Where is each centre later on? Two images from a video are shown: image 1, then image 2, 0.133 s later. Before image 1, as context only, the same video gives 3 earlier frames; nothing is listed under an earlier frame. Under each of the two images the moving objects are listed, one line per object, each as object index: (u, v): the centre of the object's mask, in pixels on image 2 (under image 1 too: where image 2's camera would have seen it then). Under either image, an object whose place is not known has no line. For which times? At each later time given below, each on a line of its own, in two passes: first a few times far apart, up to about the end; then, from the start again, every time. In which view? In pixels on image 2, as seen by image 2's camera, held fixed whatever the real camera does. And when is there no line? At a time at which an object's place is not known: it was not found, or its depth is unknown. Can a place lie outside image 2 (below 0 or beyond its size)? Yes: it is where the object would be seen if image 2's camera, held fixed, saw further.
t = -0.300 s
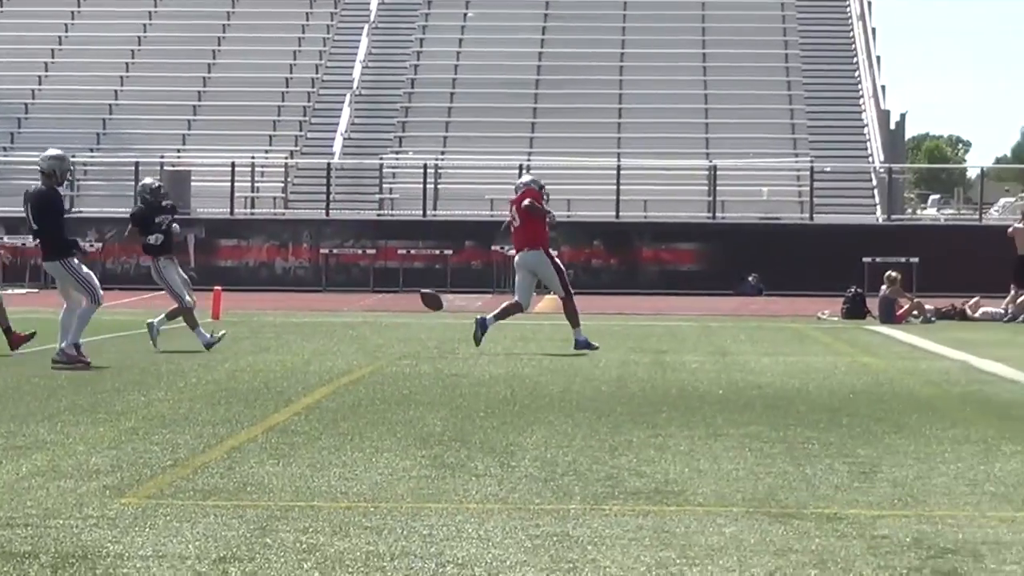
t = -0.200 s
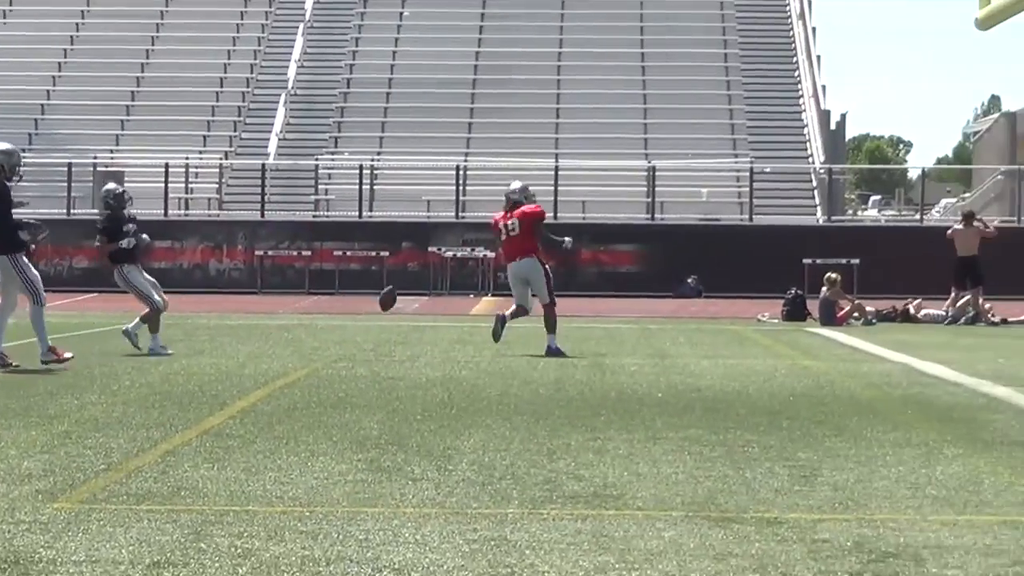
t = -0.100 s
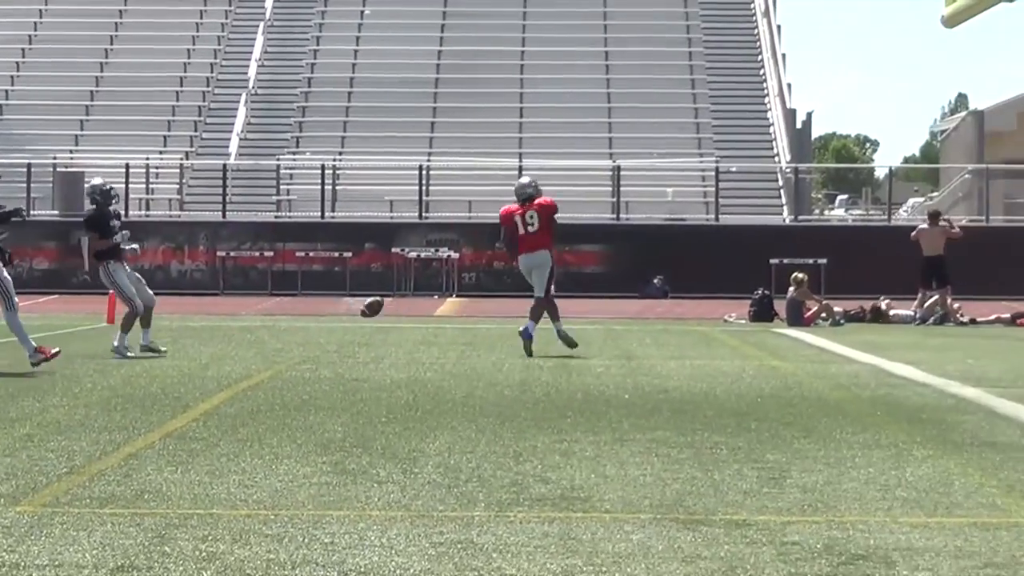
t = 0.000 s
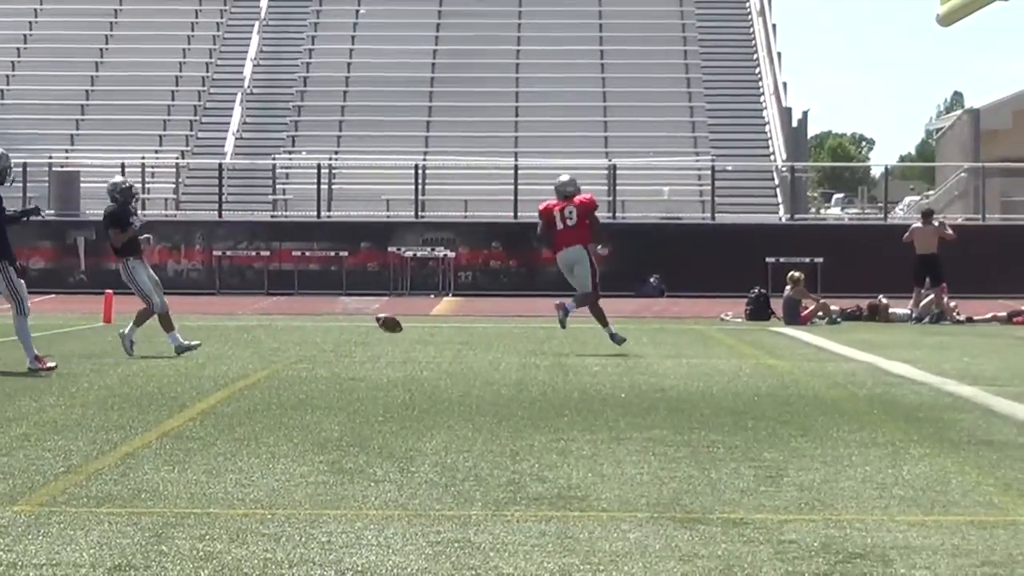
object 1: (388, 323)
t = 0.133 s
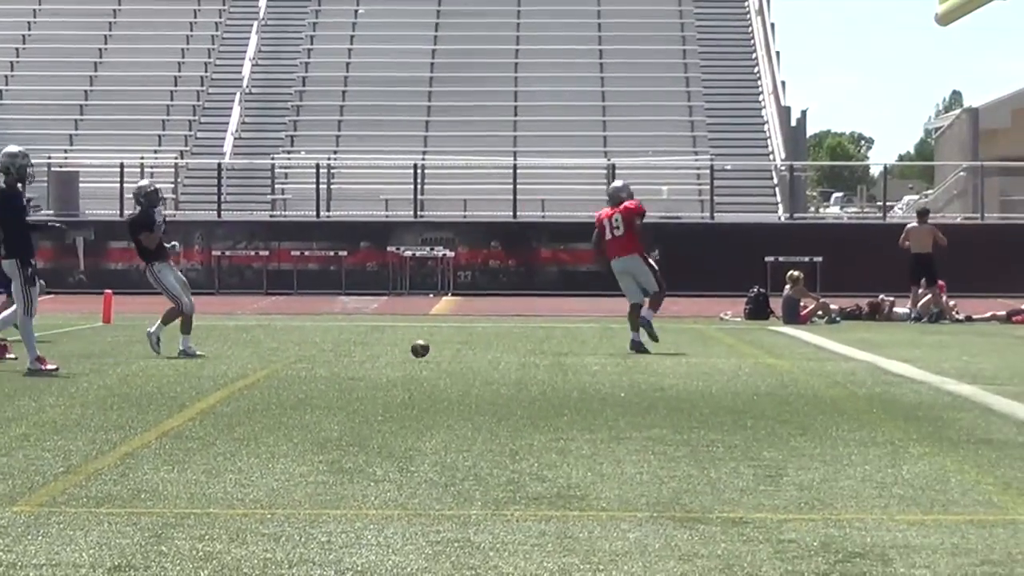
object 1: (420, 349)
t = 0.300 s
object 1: (472, 345)
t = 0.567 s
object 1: (543, 340)
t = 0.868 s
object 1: (606, 341)
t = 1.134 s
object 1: (646, 353)
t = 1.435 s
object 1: (669, 356)
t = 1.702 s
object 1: (690, 356)
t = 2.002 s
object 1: (711, 354)
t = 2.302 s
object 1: (723, 355)
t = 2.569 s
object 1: (732, 356)
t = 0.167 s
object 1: (431, 348)
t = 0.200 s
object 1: (443, 348)
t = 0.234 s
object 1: (453, 346)
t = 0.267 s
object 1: (463, 346)
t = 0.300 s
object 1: (472, 345)
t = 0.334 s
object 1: (482, 347)
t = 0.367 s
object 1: (492, 349)
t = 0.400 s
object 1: (503, 353)
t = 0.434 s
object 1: (512, 353)
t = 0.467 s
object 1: (519, 349)
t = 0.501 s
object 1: (528, 344)
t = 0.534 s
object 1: (535, 341)
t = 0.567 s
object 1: (543, 340)
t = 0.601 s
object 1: (551, 339)
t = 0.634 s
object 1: (559, 340)
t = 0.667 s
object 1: (568, 342)
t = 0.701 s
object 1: (576, 345)
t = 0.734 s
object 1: (583, 349)
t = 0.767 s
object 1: (591, 352)
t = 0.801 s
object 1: (596, 348)
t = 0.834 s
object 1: (601, 344)
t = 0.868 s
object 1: (606, 341)
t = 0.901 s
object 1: (612, 340)
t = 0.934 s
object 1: (617, 340)
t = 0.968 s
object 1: (622, 341)
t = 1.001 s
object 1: (627, 343)
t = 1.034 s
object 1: (633, 346)
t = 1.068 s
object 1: (638, 351)
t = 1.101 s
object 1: (643, 356)
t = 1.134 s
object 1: (646, 353)
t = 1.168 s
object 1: (648, 350)
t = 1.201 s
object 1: (651, 348)
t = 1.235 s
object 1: (653, 348)
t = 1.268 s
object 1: (656, 349)
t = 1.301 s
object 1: (658, 351)
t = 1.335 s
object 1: (660, 354)
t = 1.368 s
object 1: (662, 356)
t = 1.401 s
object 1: (665, 356)
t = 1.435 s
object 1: (669, 356)
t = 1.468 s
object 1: (671, 356)
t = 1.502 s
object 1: (674, 355)
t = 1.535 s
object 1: (677, 354)
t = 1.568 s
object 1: (679, 354)
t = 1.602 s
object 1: (682, 354)
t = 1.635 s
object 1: (684, 355)
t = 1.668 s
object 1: (687, 355)
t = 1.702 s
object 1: (690, 356)
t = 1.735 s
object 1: (693, 357)
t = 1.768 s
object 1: (696, 357)
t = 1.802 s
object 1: (698, 356)
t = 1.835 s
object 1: (701, 355)
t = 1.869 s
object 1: (703, 354)
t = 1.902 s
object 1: (706, 354)
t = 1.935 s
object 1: (707, 353)
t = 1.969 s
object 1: (709, 354)
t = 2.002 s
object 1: (711, 354)
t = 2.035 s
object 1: (712, 355)
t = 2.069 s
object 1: (713, 356)
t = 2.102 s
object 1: (715, 356)
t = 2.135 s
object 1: (716, 356)
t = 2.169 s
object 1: (718, 357)
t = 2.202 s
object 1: (719, 356)
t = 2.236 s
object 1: (720, 356)
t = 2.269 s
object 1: (721, 355)
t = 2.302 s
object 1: (723, 355)
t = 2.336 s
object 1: (724, 354)
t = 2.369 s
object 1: (725, 354)
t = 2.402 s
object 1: (726, 354)
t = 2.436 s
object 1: (727, 355)
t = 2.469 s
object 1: (728, 355)
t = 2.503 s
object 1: (730, 356)
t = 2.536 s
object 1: (731, 356)
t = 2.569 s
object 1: (732, 356)
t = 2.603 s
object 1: (734, 356)
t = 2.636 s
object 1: (735, 356)
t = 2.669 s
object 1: (736, 356)
